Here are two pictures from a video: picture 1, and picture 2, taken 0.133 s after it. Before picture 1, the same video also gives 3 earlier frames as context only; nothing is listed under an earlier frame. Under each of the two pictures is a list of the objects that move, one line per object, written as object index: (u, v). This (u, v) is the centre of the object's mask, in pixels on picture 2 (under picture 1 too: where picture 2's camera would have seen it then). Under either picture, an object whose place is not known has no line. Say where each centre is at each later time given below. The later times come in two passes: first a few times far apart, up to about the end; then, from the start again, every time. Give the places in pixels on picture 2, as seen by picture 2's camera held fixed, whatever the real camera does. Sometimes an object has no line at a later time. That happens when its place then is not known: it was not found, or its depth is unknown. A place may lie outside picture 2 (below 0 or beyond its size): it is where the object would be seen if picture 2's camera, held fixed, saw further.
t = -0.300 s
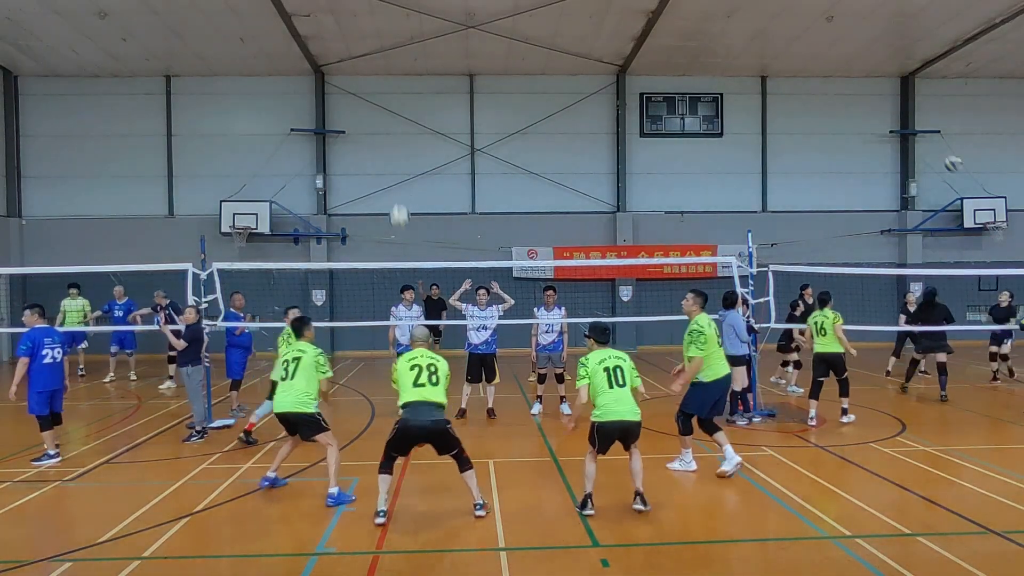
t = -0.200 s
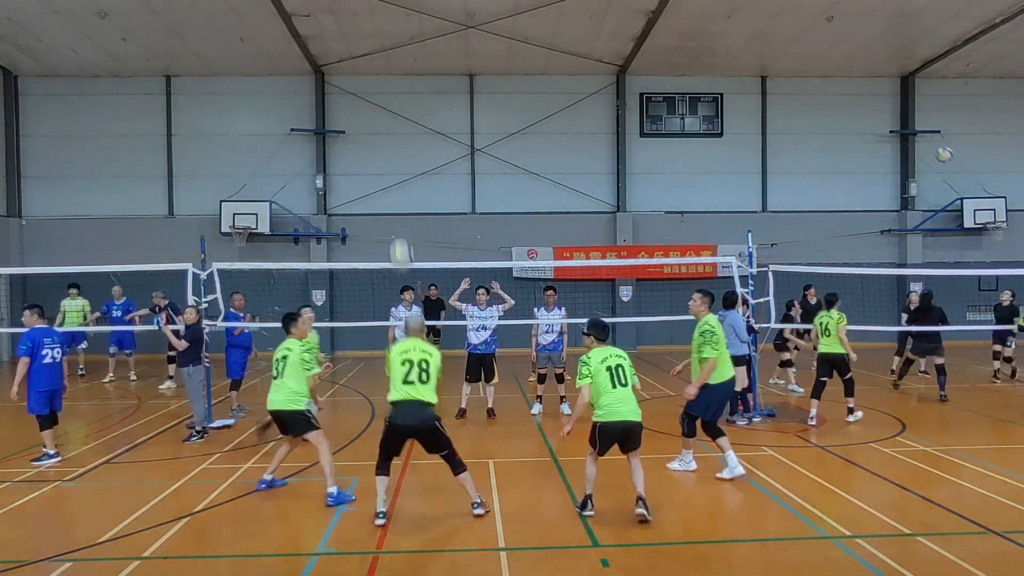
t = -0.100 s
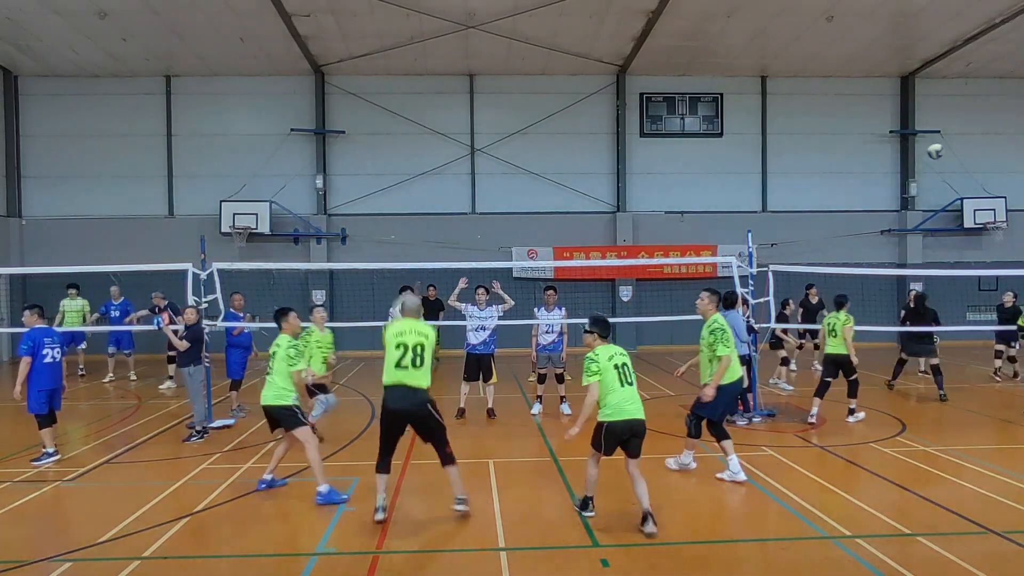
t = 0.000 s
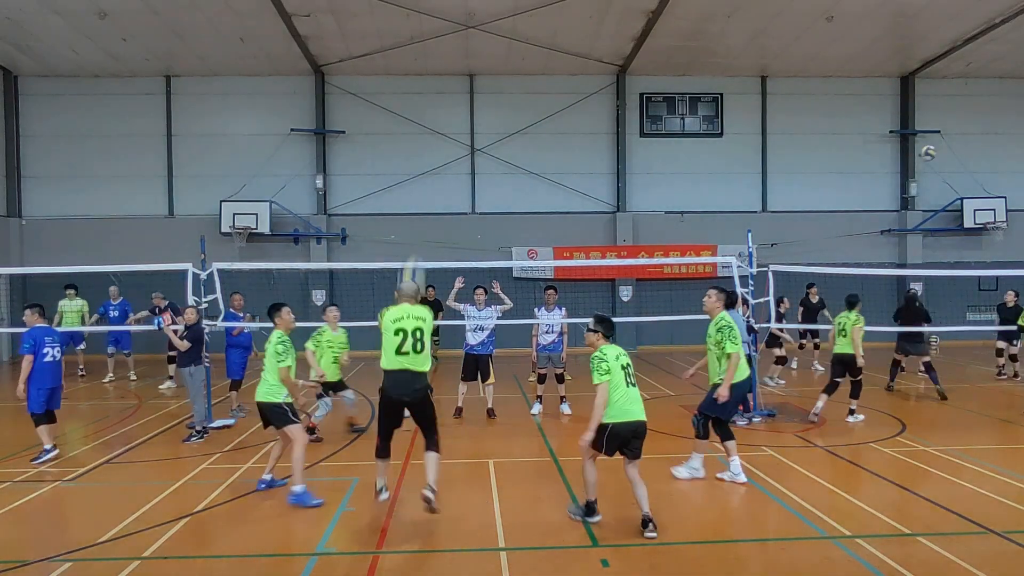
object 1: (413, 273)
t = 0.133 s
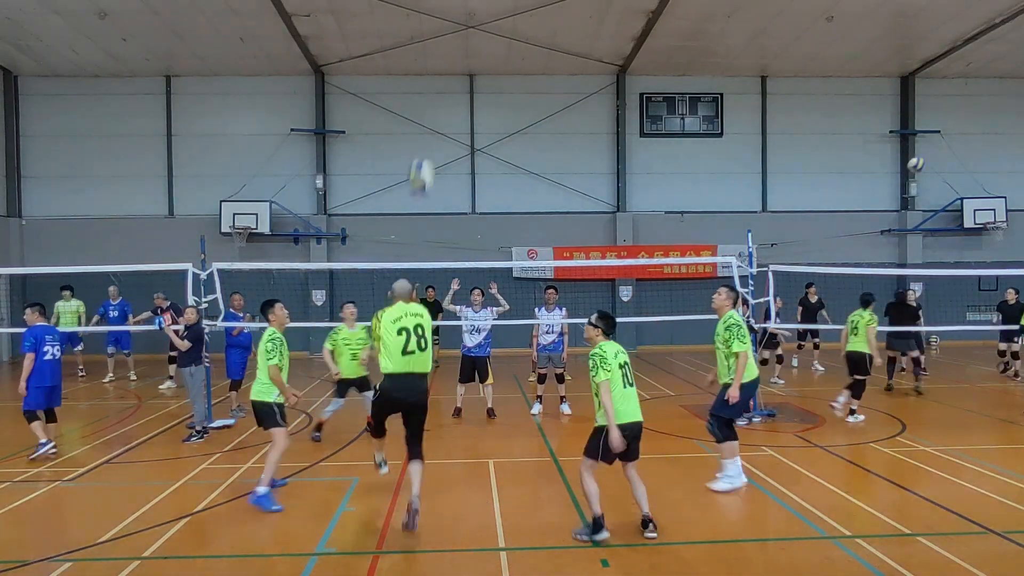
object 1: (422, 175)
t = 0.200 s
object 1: (428, 136)
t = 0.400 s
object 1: (441, 60)
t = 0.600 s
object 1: (453, 30)
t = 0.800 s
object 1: (465, 38)
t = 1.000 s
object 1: (476, 79)
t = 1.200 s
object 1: (484, 148)
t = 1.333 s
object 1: (488, 207)
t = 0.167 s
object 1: (425, 156)
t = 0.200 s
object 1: (428, 136)
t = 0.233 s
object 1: (429, 119)
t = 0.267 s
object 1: (431, 104)
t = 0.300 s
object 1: (433, 91)
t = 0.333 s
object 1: (436, 79)
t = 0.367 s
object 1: (439, 69)
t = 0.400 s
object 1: (441, 60)
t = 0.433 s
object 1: (443, 52)
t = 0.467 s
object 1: (445, 45)
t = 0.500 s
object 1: (447, 40)
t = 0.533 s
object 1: (449, 35)
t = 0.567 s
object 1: (451, 32)
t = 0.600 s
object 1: (453, 30)
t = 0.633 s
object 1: (456, 29)
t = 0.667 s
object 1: (458, 29)
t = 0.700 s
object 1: (460, 29)
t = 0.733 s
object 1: (461, 31)
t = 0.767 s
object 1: (464, 34)
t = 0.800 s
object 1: (465, 38)
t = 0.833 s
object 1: (467, 43)
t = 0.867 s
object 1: (469, 48)
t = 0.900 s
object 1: (471, 54)
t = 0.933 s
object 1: (472, 63)
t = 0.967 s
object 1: (474, 70)
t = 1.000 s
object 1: (476, 79)
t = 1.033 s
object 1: (477, 89)
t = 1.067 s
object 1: (479, 100)
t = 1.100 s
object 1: (480, 110)
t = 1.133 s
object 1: (482, 122)
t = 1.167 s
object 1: (483, 135)
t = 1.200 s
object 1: (484, 148)
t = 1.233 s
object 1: (486, 162)
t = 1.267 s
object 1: (487, 176)
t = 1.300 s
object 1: (488, 191)
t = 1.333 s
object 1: (488, 207)
